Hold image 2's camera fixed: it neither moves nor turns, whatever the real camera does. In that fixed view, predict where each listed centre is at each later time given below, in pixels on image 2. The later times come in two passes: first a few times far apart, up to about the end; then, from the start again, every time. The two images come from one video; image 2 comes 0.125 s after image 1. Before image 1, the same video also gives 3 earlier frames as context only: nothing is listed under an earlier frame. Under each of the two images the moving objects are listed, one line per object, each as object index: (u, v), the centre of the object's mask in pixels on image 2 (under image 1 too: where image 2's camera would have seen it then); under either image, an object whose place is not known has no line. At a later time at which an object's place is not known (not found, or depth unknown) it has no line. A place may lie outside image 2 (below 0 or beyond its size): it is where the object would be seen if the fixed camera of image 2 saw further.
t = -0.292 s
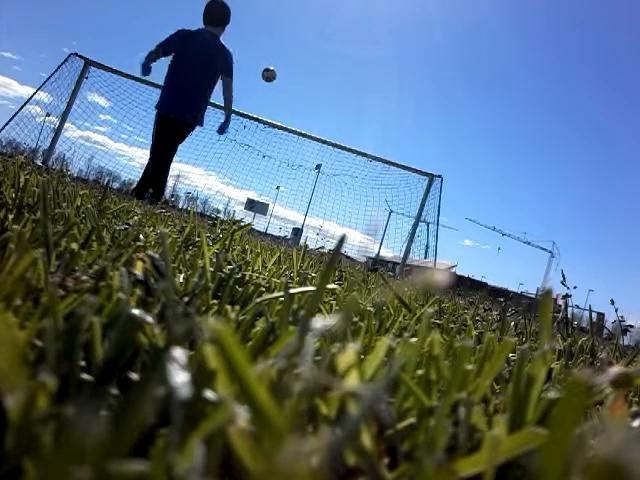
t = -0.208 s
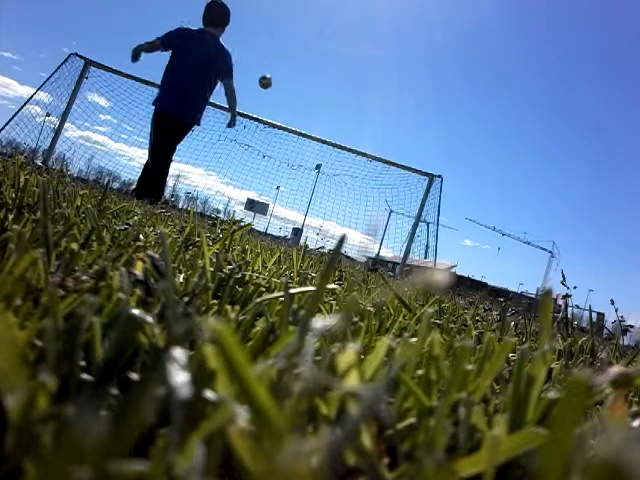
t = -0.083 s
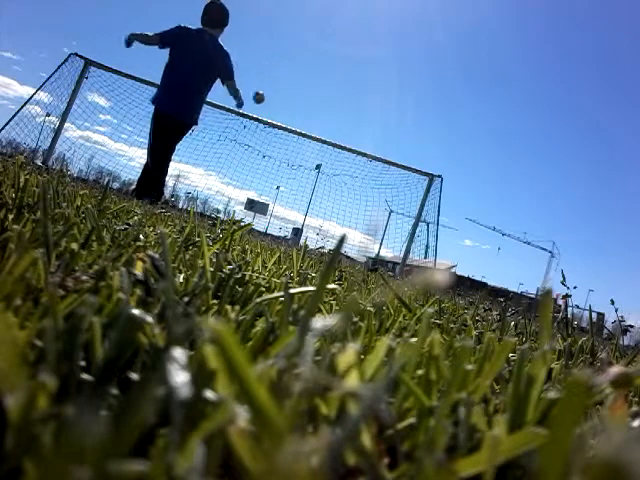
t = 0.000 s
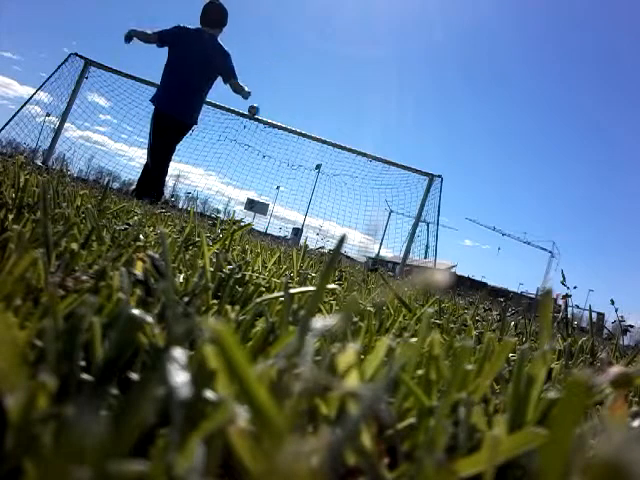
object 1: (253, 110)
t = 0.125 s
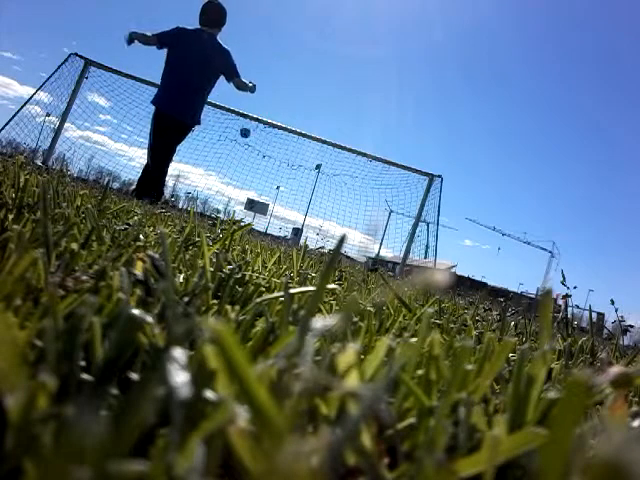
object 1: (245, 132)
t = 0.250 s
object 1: (248, 139)
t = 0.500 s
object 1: (255, 148)
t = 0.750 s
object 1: (257, 175)
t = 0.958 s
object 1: (251, 216)
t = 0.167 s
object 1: (244, 136)
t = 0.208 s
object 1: (246, 138)
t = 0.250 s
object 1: (248, 139)
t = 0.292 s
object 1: (248, 139)
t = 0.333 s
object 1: (251, 141)
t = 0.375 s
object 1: (251, 141)
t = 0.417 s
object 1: (251, 143)
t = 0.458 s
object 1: (254, 147)
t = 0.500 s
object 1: (255, 148)
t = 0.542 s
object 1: (256, 150)
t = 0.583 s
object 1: (257, 153)
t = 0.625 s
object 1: (257, 158)
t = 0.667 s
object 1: (257, 163)
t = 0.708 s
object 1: (257, 168)
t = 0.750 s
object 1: (257, 175)
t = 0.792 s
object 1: (256, 183)
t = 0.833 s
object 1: (255, 191)
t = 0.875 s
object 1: (253, 200)
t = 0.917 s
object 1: (251, 206)
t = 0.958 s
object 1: (251, 216)
